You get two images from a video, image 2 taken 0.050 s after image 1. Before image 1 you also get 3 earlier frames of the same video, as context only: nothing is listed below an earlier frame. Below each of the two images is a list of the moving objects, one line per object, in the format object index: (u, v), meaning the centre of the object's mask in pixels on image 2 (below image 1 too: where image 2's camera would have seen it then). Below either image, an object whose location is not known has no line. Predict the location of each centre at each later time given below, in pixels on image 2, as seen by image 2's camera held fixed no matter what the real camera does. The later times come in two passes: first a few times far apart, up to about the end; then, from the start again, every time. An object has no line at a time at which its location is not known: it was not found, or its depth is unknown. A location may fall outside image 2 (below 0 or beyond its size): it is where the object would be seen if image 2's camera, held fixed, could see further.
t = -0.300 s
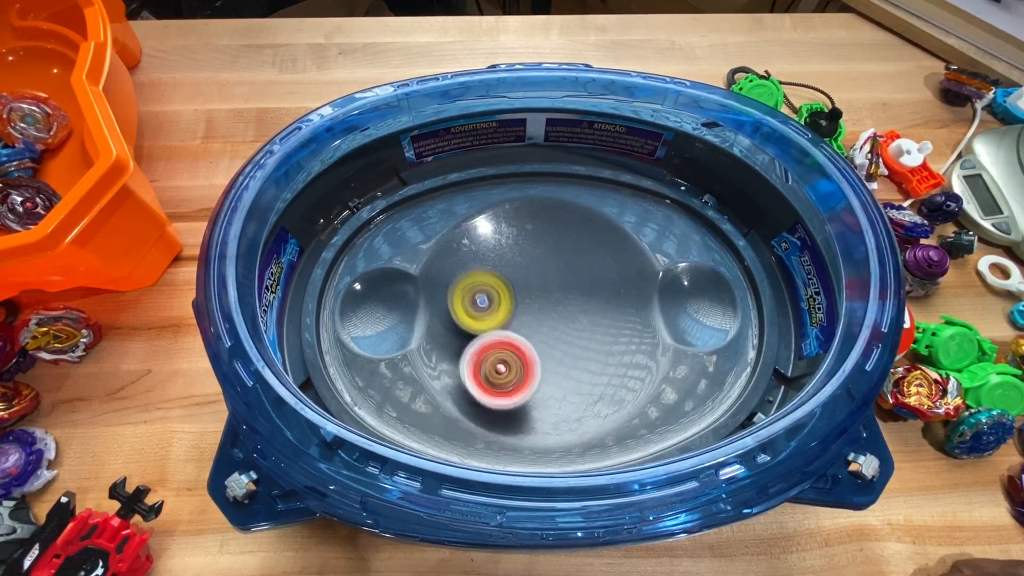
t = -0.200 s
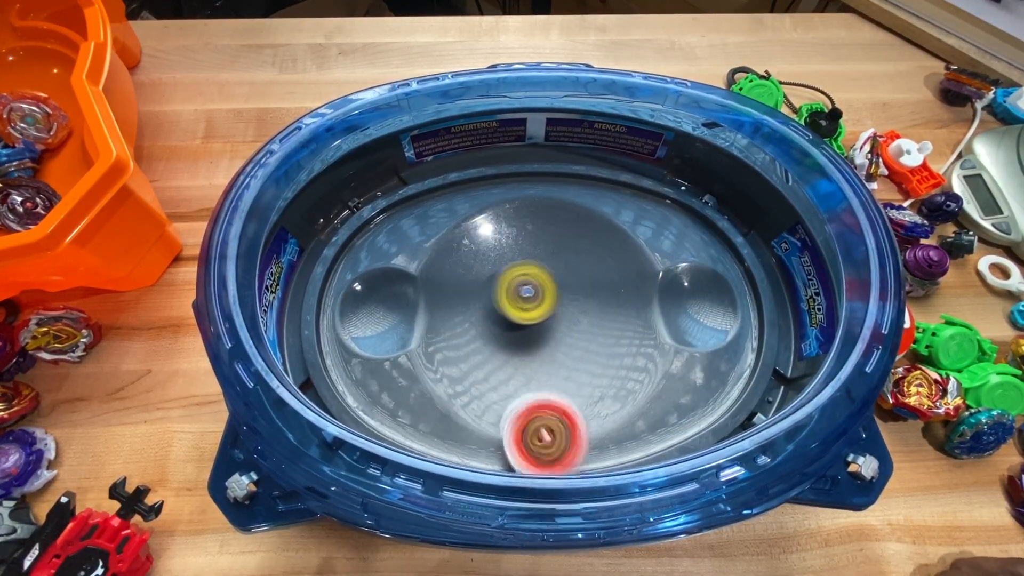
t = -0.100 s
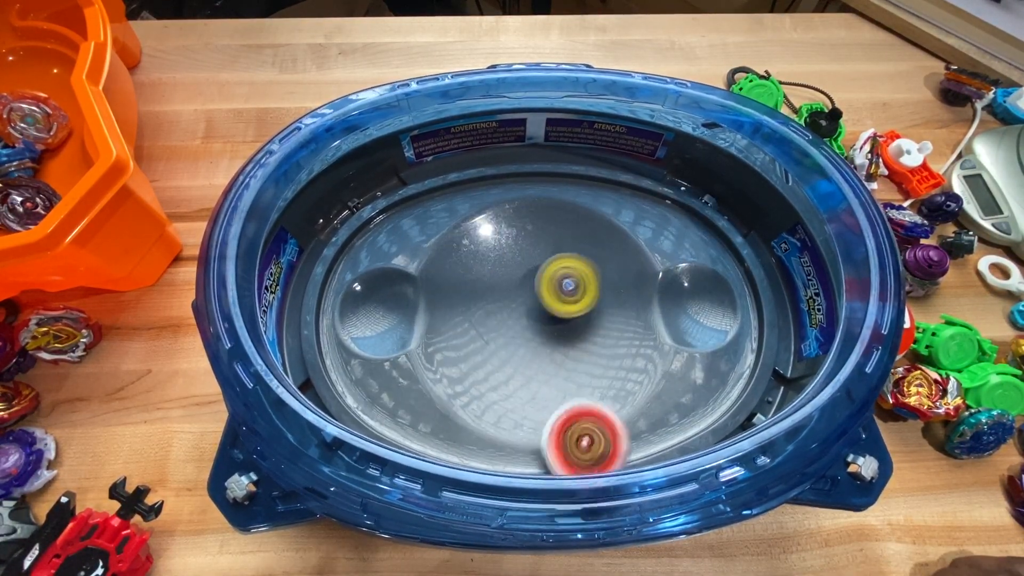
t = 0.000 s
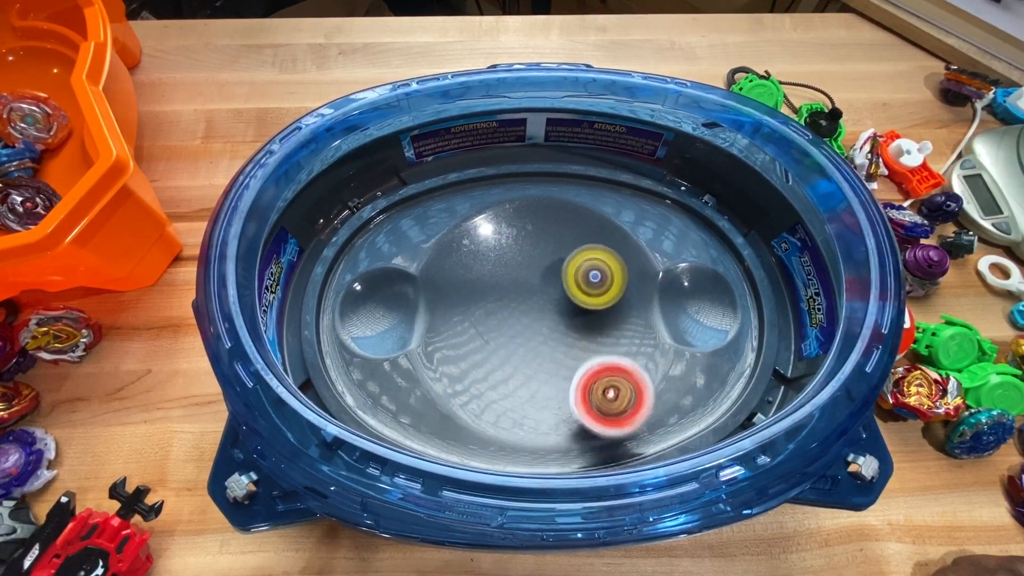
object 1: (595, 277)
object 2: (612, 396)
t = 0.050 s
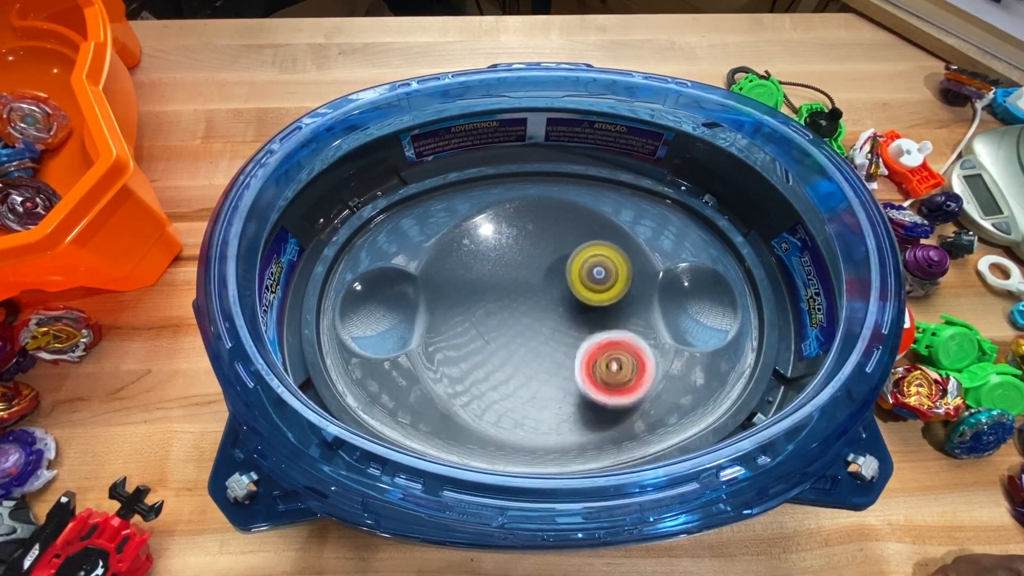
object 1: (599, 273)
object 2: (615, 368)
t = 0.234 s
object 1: (575, 214)
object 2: (568, 331)
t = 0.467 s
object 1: (516, 248)
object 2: (498, 314)
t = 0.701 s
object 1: (566, 282)
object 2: (475, 343)
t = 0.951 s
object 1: (612, 315)
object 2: (553, 280)
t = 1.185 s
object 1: (587, 335)
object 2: (593, 261)
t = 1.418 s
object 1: (516, 350)
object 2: (573, 312)
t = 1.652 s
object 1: (473, 339)
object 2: (537, 353)
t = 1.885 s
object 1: (488, 284)
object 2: (539, 346)
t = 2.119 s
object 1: (530, 253)
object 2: (545, 314)
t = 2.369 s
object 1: (540, 264)
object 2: (535, 349)
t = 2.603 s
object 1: (507, 263)
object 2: (542, 339)
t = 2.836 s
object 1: (502, 275)
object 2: (569, 313)
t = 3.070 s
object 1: (521, 298)
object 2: (576, 316)
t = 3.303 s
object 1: (529, 285)
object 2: (538, 348)
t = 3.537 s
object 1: (557, 277)
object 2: (499, 313)
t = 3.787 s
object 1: (586, 300)
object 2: (527, 280)
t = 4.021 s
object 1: (591, 326)
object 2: (534, 284)
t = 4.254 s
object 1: (544, 347)
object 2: (549, 291)
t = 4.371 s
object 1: (522, 349)
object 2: (550, 292)
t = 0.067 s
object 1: (600, 272)
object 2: (614, 358)
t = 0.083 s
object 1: (600, 271)
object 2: (613, 349)
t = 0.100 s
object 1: (599, 270)
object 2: (610, 339)
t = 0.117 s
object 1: (599, 264)
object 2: (607, 336)
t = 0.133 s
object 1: (597, 254)
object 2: (603, 337)
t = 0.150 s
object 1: (594, 246)
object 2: (598, 336)
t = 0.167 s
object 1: (591, 238)
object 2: (592, 335)
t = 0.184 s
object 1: (587, 231)
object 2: (587, 335)
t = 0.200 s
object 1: (583, 224)
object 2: (580, 333)
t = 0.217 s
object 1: (579, 219)
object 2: (573, 332)
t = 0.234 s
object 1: (575, 214)
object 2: (568, 331)
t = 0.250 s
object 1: (570, 211)
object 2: (561, 329)
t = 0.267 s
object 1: (563, 208)
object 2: (555, 328)
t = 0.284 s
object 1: (557, 208)
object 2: (548, 325)
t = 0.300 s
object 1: (551, 207)
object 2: (542, 323)
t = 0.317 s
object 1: (545, 208)
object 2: (537, 321)
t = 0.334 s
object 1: (538, 210)
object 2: (531, 318)
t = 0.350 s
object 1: (533, 214)
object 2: (526, 316)
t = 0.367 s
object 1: (527, 218)
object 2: (521, 314)
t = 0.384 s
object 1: (522, 223)
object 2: (517, 311)
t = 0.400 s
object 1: (517, 230)
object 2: (513, 308)
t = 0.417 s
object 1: (514, 236)
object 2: (510, 306)
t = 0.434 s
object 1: (511, 244)
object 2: (507, 304)
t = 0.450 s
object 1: (512, 248)
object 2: (504, 308)
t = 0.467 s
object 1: (516, 248)
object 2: (498, 314)
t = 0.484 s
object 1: (518, 248)
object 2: (491, 319)
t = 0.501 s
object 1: (522, 249)
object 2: (485, 327)
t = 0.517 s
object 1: (526, 251)
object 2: (479, 333)
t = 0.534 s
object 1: (529, 253)
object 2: (475, 339)
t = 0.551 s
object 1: (532, 256)
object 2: (471, 342)
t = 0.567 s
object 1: (535, 258)
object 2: (469, 346)
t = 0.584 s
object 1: (539, 261)
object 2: (467, 348)
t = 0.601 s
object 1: (543, 264)
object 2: (466, 350)
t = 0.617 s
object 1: (546, 267)
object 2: (466, 350)
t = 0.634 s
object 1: (550, 270)
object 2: (466, 350)
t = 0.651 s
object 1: (554, 273)
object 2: (468, 350)
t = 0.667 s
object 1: (558, 276)
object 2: (469, 348)
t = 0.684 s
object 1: (563, 280)
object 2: (472, 346)
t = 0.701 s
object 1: (566, 282)
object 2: (475, 343)
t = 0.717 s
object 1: (571, 286)
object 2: (478, 340)
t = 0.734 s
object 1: (576, 288)
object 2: (482, 336)
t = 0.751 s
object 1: (579, 291)
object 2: (487, 332)
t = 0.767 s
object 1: (583, 294)
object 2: (491, 328)
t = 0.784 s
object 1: (587, 296)
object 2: (495, 323)
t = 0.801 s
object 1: (590, 299)
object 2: (502, 319)
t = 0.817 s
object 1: (595, 301)
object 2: (506, 314)
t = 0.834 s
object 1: (597, 303)
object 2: (512, 309)
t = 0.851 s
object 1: (601, 306)
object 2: (518, 304)
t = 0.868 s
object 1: (604, 307)
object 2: (524, 300)
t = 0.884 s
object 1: (605, 309)
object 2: (529, 294)
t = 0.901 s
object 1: (608, 311)
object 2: (536, 291)
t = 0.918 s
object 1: (610, 312)
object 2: (542, 286)
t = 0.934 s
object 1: (610, 314)
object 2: (547, 283)
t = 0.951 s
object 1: (612, 315)
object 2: (553, 280)
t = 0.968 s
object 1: (611, 316)
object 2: (558, 276)
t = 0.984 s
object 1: (611, 318)
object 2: (564, 274)
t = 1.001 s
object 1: (611, 318)
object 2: (568, 270)
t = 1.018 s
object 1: (609, 319)
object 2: (573, 269)
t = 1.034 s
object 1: (608, 322)
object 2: (576, 266)
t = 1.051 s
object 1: (608, 323)
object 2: (580, 263)
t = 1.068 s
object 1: (606, 325)
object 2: (583, 260)
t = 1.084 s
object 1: (604, 327)
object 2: (585, 259)
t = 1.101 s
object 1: (602, 328)
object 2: (588, 258)
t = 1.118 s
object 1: (600, 330)
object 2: (589, 258)
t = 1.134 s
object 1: (597, 331)
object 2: (591, 257)
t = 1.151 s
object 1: (593, 333)
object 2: (592, 258)
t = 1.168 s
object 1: (591, 334)
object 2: (593, 259)
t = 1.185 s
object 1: (587, 335)
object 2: (593, 261)
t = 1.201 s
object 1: (583, 336)
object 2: (593, 264)
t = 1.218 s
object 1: (578, 336)
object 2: (593, 266)
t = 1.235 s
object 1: (574, 337)
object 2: (592, 269)
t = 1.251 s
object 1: (571, 337)
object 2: (591, 272)
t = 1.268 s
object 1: (566, 338)
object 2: (589, 277)
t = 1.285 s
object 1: (562, 338)
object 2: (588, 280)
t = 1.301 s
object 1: (557, 339)
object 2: (585, 285)
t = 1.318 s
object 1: (552, 340)
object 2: (584, 289)
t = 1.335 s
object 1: (546, 342)
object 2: (582, 292)
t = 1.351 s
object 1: (539, 345)
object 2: (582, 296)
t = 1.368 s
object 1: (533, 346)
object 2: (579, 301)
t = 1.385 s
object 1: (527, 348)
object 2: (577, 303)
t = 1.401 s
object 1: (521, 349)
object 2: (574, 308)
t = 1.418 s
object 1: (516, 350)
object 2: (573, 312)
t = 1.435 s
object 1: (510, 350)
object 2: (569, 317)
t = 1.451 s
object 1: (505, 351)
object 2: (568, 320)
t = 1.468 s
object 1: (501, 351)
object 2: (564, 325)
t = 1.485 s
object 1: (497, 351)
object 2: (562, 328)
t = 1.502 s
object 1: (493, 351)
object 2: (557, 332)
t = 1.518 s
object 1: (490, 350)
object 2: (555, 336)
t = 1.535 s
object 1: (487, 350)
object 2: (551, 340)
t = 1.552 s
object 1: (485, 349)
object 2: (549, 342)
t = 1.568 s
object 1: (483, 348)
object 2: (545, 346)
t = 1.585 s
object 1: (483, 347)
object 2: (542, 348)
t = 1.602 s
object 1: (479, 345)
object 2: (540, 350)
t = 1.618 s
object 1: (477, 343)
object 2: (538, 350)
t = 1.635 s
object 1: (474, 341)
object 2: (538, 352)
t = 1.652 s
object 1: (473, 339)
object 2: (537, 353)
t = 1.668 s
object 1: (472, 337)
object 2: (536, 355)
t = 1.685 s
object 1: (472, 335)
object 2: (535, 353)
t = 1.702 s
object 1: (472, 332)
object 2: (535, 355)
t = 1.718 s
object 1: (473, 329)
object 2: (535, 353)
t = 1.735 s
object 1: (475, 327)
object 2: (531, 351)
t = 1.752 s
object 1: (477, 324)
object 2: (531, 350)
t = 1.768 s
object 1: (479, 322)
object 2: (529, 350)
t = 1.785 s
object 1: (481, 319)
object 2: (530, 347)
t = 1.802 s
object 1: (482, 314)
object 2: (531, 350)
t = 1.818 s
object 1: (483, 307)
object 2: (533, 350)
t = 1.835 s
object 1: (484, 301)
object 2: (535, 349)
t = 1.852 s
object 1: (485, 295)
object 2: (536, 349)
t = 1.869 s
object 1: (486, 289)
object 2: (539, 349)
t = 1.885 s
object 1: (488, 284)
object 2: (539, 346)
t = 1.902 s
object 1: (490, 278)
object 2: (541, 345)
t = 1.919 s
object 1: (493, 274)
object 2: (541, 342)
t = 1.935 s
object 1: (495, 270)
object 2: (541, 340)
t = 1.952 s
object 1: (499, 268)
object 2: (542, 336)
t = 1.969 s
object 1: (501, 266)
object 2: (542, 332)
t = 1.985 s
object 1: (505, 263)
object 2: (542, 326)
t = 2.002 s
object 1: (509, 262)
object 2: (541, 321)
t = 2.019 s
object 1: (513, 262)
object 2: (542, 317)
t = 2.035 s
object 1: (515, 259)
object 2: (542, 315)
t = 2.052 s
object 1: (519, 256)
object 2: (542, 317)
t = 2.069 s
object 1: (521, 255)
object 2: (543, 314)
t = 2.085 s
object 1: (524, 253)
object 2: (544, 316)
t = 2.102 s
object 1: (527, 253)
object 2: (544, 315)
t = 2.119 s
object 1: (530, 253)
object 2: (545, 314)
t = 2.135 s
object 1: (532, 254)
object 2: (545, 312)
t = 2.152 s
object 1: (534, 255)
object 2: (546, 314)
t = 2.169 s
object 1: (537, 257)
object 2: (545, 314)
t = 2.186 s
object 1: (538, 259)
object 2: (546, 316)
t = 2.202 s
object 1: (540, 260)
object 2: (545, 317)
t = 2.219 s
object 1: (540, 261)
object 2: (545, 319)
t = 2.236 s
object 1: (541, 264)
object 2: (545, 322)
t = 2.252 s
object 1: (541, 265)
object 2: (546, 323)
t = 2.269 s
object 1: (541, 266)
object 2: (545, 325)
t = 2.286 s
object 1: (541, 265)
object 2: (544, 328)
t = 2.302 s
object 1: (541, 266)
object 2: (542, 332)
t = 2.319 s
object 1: (542, 264)
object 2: (539, 336)
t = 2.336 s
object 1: (541, 264)
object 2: (536, 343)
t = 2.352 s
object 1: (541, 264)
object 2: (535, 348)
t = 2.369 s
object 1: (540, 264)
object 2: (535, 349)
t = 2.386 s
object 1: (538, 264)
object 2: (533, 350)
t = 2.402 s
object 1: (537, 265)
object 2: (532, 352)
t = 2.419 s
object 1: (534, 266)
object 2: (532, 352)
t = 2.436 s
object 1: (532, 267)
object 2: (532, 351)
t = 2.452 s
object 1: (529, 269)
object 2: (531, 349)
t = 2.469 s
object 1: (526, 269)
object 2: (532, 347)
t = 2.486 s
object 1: (523, 272)
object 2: (532, 344)
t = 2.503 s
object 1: (520, 272)
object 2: (533, 342)
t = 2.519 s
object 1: (519, 271)
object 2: (534, 341)
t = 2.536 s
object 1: (516, 269)
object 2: (536, 341)
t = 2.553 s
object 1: (514, 267)
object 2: (537, 341)
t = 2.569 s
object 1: (511, 265)
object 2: (538, 342)
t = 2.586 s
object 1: (509, 264)
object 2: (540, 341)
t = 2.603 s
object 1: (507, 263)
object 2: (542, 339)
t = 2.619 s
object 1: (505, 262)
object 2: (543, 339)
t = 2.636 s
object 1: (503, 261)
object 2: (545, 337)
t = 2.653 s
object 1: (501, 261)
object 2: (548, 334)
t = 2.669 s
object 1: (501, 261)
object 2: (550, 333)
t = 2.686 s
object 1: (499, 261)
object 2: (552, 331)
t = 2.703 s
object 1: (499, 261)
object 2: (554, 327)
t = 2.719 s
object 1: (499, 263)
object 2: (557, 325)
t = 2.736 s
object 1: (497, 263)
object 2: (558, 324)
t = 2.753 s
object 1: (497, 264)
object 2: (560, 321)
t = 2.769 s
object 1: (497, 265)
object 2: (563, 319)
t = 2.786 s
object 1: (498, 267)
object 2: (565, 317)
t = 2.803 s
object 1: (499, 270)
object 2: (565, 315)
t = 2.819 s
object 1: (500, 272)
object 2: (567, 313)
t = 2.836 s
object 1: (502, 275)
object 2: (569, 313)
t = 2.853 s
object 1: (503, 277)
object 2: (569, 312)
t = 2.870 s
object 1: (505, 279)
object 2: (570, 310)
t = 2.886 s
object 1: (507, 280)
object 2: (571, 309)
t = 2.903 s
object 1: (508, 283)
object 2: (573, 309)
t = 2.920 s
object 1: (508, 283)
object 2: (575, 310)
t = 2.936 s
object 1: (510, 286)
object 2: (577, 310)
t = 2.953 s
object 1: (510, 288)
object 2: (578, 311)
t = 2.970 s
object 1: (511, 290)
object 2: (578, 312)
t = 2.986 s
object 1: (513, 292)
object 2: (578, 313)
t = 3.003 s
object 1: (514, 294)
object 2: (578, 313)
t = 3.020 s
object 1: (516, 296)
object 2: (577, 314)
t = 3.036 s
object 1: (518, 298)
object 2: (576, 315)
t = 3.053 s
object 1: (519, 298)
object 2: (575, 314)
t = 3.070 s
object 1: (521, 298)
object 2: (576, 316)
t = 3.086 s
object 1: (521, 297)
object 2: (576, 321)
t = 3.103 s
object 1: (523, 294)
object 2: (574, 328)
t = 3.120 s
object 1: (523, 293)
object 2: (573, 333)
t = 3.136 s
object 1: (524, 291)
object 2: (571, 335)
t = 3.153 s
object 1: (524, 290)
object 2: (569, 339)
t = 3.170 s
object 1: (524, 289)
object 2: (565, 344)
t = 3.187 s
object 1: (525, 288)
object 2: (564, 349)
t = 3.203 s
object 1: (525, 288)
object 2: (561, 350)
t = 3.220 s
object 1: (525, 287)
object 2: (557, 350)
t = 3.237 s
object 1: (526, 286)
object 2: (553, 352)
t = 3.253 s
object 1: (527, 286)
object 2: (549, 352)
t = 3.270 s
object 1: (527, 285)
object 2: (546, 350)
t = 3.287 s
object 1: (528, 285)
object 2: (543, 348)
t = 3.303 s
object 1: (529, 285)
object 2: (538, 348)
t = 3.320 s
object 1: (529, 285)
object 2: (536, 344)
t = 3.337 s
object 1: (531, 284)
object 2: (533, 339)
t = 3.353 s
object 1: (532, 285)
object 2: (529, 339)
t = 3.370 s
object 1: (533, 285)
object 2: (526, 336)
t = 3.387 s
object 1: (537, 283)
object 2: (521, 331)
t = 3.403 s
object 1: (540, 282)
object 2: (517, 330)
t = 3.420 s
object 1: (542, 281)
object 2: (512, 332)
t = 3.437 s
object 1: (545, 280)
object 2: (509, 327)
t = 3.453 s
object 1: (548, 280)
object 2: (506, 325)
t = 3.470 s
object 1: (549, 279)
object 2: (502, 323)
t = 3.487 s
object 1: (551, 278)
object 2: (500, 323)
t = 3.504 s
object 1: (554, 278)
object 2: (500, 319)
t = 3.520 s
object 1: (555, 277)
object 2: (500, 315)
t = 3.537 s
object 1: (557, 277)
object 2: (499, 313)
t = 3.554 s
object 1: (559, 278)
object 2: (498, 312)
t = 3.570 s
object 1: (561, 277)
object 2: (499, 311)
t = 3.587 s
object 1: (563, 278)
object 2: (503, 307)
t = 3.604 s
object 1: (564, 279)
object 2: (505, 306)
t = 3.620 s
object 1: (565, 279)
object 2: (507, 303)
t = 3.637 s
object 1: (567, 280)
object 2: (511, 301)
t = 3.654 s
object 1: (568, 282)
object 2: (513, 300)
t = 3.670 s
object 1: (568, 282)
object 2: (517, 298)
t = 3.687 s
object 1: (570, 284)
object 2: (519, 297)
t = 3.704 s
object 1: (570, 285)
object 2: (523, 296)
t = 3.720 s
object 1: (571, 287)
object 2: (525, 296)
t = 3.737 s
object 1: (576, 290)
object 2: (526, 292)
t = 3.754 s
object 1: (579, 294)
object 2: (526, 288)
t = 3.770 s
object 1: (583, 297)
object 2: (527, 284)
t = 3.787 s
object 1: (586, 300)
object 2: (527, 280)
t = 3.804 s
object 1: (588, 303)
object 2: (526, 279)
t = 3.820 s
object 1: (589, 305)
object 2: (526, 277)
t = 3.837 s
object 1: (591, 306)
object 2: (526, 274)
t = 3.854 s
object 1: (593, 309)
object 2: (526, 273)
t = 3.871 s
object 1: (594, 311)
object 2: (526, 272)
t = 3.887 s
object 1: (595, 312)
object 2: (527, 272)
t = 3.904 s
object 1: (596, 315)
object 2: (527, 273)
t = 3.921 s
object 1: (596, 317)
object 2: (528, 273)
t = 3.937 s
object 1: (596, 318)
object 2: (528, 274)
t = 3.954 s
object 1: (596, 320)
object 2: (530, 274)
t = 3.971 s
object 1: (595, 322)
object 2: (531, 276)
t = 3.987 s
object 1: (594, 323)
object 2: (532, 279)
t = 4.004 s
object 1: (593, 324)
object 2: (533, 281)
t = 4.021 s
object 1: (591, 326)
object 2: (534, 284)
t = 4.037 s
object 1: (588, 327)
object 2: (535, 286)
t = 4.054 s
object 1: (587, 328)
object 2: (536, 289)
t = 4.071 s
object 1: (584, 331)
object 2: (537, 291)
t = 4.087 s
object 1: (581, 331)
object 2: (537, 292)
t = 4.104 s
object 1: (579, 332)
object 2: (538, 293)
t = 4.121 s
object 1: (575, 333)
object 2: (538, 294)
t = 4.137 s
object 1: (572, 333)
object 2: (539, 294)
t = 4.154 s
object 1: (568, 334)
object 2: (539, 295)
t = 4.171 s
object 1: (565, 334)
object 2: (540, 294)
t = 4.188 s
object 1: (559, 338)
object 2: (542, 292)
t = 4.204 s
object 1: (554, 342)
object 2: (544, 291)
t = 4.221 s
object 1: (553, 344)
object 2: (547, 291)
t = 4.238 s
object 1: (548, 345)
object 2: (548, 291)
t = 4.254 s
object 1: (544, 347)
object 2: (549, 291)
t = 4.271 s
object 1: (541, 348)
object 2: (550, 291)
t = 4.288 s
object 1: (538, 349)
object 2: (550, 291)
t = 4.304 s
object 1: (535, 350)
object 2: (550, 291)
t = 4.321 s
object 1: (532, 350)
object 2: (550, 292)
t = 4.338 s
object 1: (529, 350)
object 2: (550, 292)
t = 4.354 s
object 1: (526, 349)
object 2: (550, 292)
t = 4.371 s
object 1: (522, 349)
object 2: (550, 292)
